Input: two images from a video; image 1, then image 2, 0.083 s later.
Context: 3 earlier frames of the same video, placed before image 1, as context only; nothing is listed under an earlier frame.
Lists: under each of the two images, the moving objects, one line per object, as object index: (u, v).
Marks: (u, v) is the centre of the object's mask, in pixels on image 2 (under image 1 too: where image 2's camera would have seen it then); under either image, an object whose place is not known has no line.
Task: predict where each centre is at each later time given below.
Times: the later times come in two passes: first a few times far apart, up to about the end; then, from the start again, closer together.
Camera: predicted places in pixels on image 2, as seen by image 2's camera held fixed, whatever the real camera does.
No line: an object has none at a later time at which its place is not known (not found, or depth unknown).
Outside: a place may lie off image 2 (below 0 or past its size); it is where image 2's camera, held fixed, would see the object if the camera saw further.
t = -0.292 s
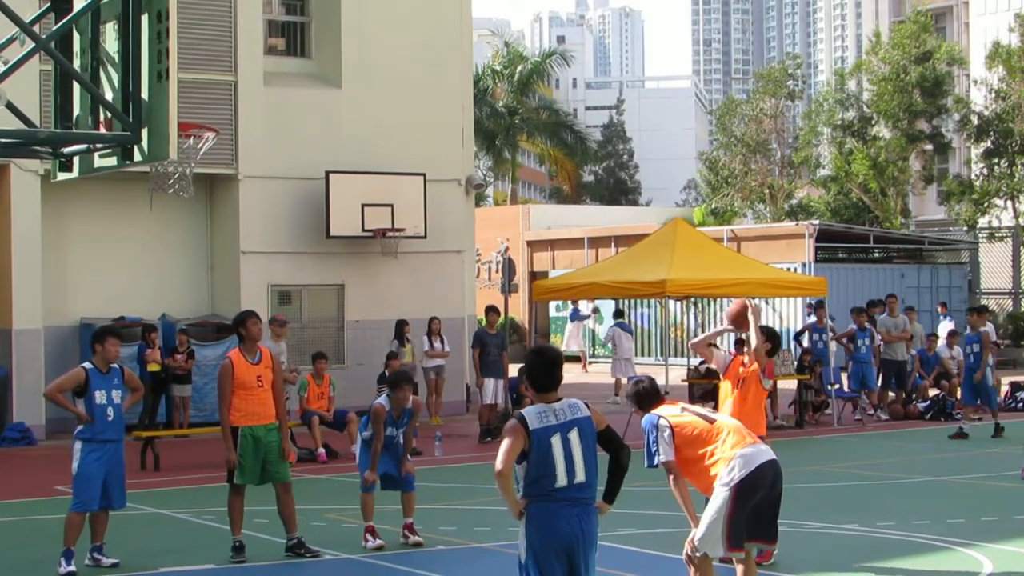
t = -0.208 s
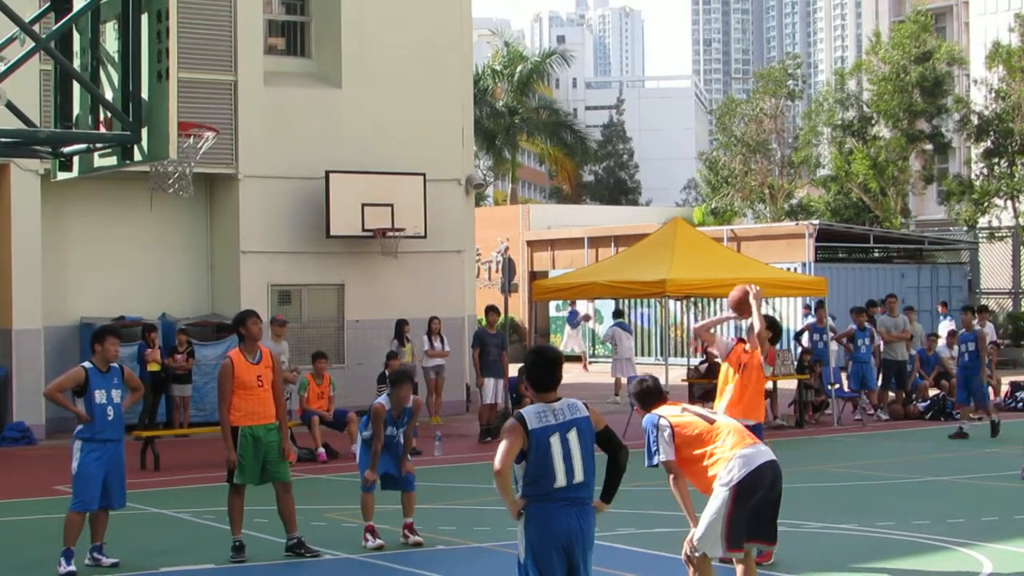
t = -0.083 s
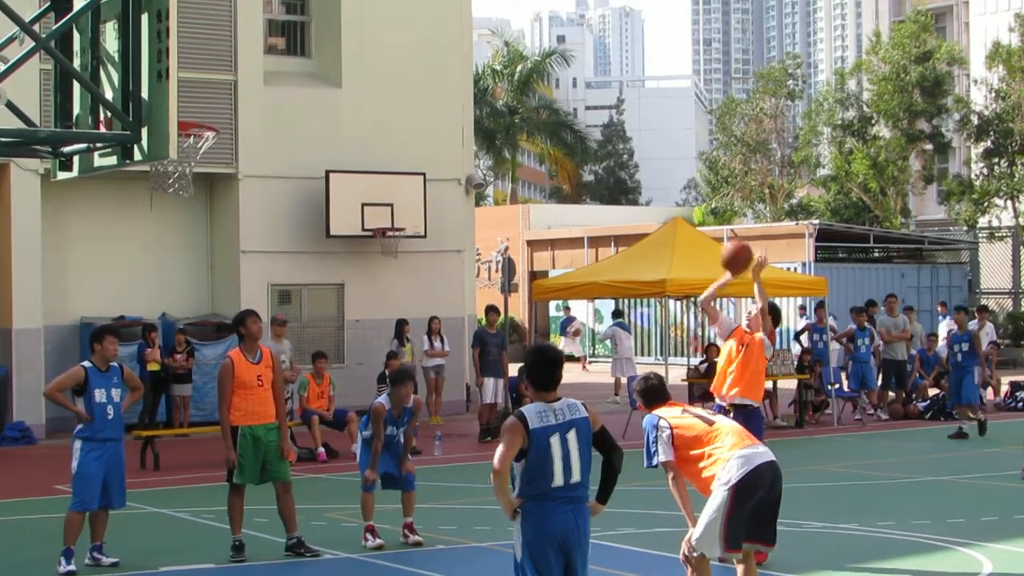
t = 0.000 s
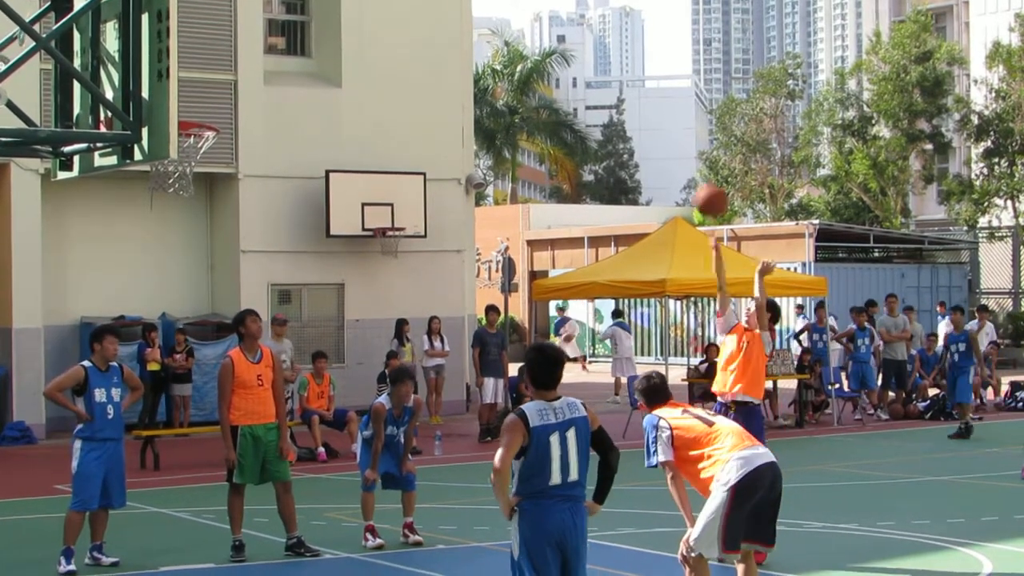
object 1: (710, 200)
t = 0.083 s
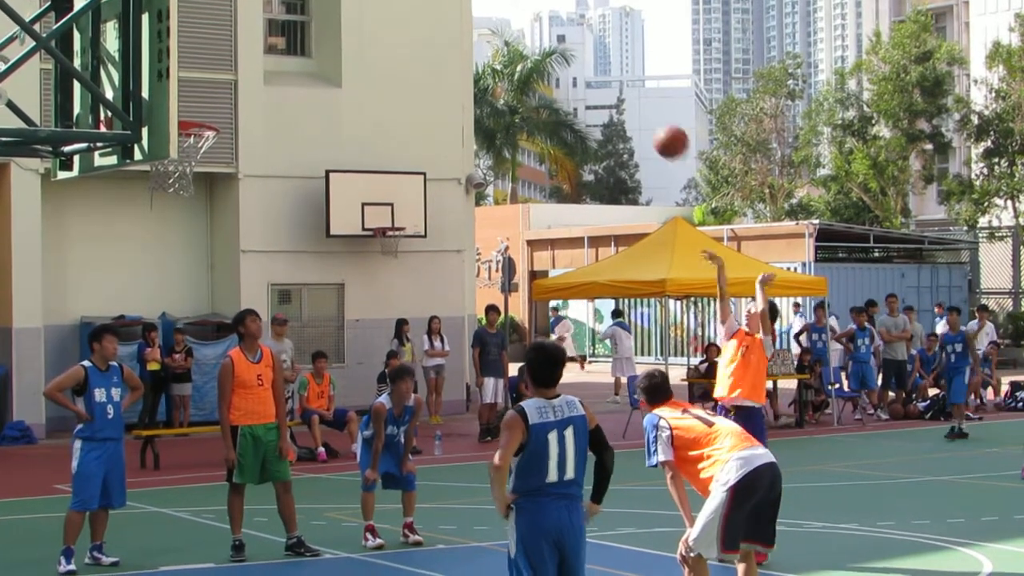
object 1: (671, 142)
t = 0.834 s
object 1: (253, 12)
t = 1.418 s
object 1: (187, 21)
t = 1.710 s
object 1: (207, 110)
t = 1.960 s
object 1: (196, 97)
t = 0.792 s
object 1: (280, 5)
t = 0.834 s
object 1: (253, 12)
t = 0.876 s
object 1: (225, 22)
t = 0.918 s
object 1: (198, 43)
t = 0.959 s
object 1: (184, 68)
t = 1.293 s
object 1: (181, 15)
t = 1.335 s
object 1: (183, 16)
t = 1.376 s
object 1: (185, 17)
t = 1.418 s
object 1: (187, 21)
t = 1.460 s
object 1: (189, 28)
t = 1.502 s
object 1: (192, 38)
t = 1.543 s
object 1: (194, 51)
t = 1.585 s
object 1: (197, 68)
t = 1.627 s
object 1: (201, 87)
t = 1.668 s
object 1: (206, 107)
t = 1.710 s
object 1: (207, 110)
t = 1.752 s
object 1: (205, 105)
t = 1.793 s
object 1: (203, 100)
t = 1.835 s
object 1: (201, 95)
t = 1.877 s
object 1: (199, 93)
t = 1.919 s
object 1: (197, 93)
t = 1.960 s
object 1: (196, 97)
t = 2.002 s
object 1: (195, 102)
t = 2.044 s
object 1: (194, 109)
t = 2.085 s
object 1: (194, 110)
